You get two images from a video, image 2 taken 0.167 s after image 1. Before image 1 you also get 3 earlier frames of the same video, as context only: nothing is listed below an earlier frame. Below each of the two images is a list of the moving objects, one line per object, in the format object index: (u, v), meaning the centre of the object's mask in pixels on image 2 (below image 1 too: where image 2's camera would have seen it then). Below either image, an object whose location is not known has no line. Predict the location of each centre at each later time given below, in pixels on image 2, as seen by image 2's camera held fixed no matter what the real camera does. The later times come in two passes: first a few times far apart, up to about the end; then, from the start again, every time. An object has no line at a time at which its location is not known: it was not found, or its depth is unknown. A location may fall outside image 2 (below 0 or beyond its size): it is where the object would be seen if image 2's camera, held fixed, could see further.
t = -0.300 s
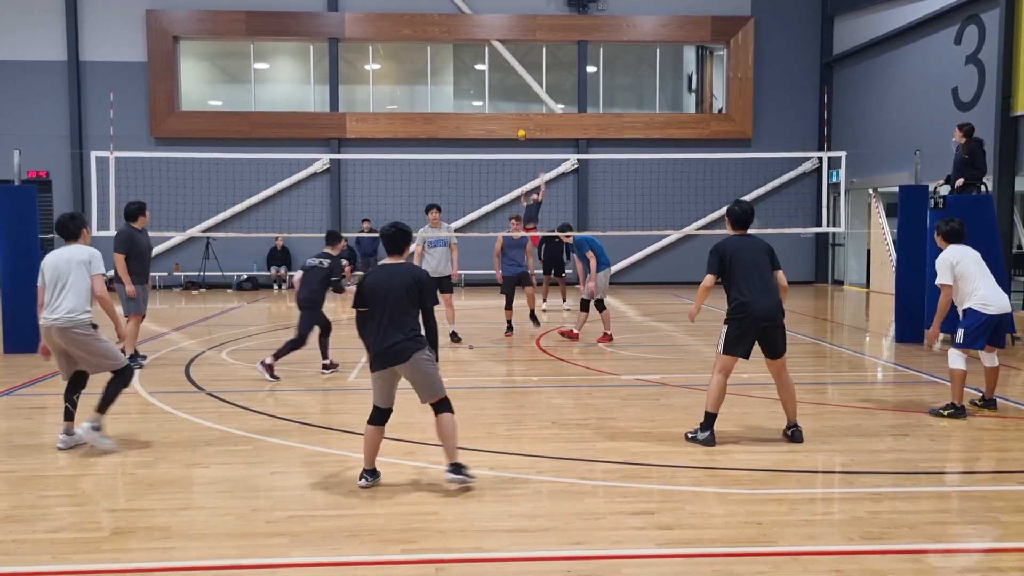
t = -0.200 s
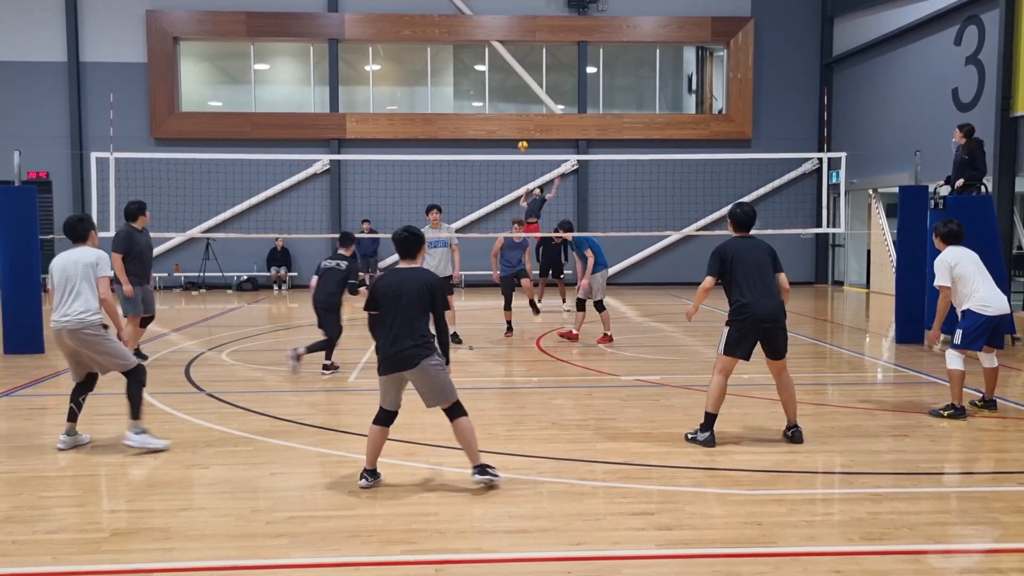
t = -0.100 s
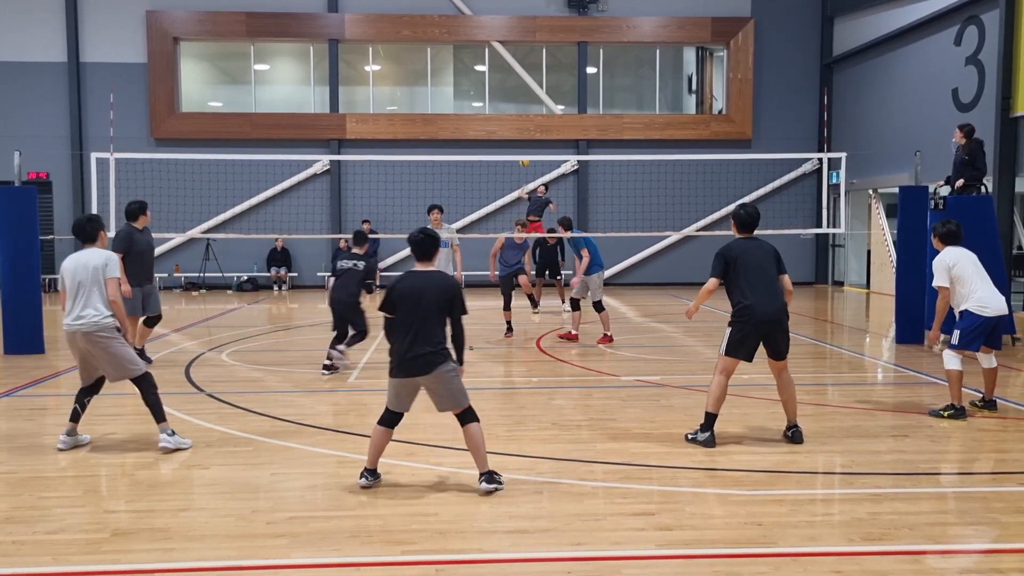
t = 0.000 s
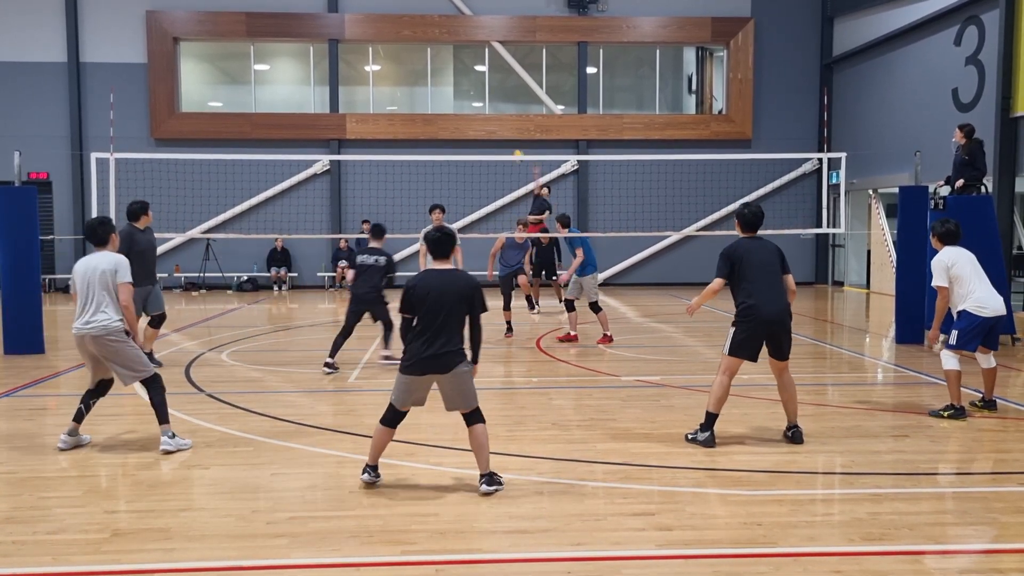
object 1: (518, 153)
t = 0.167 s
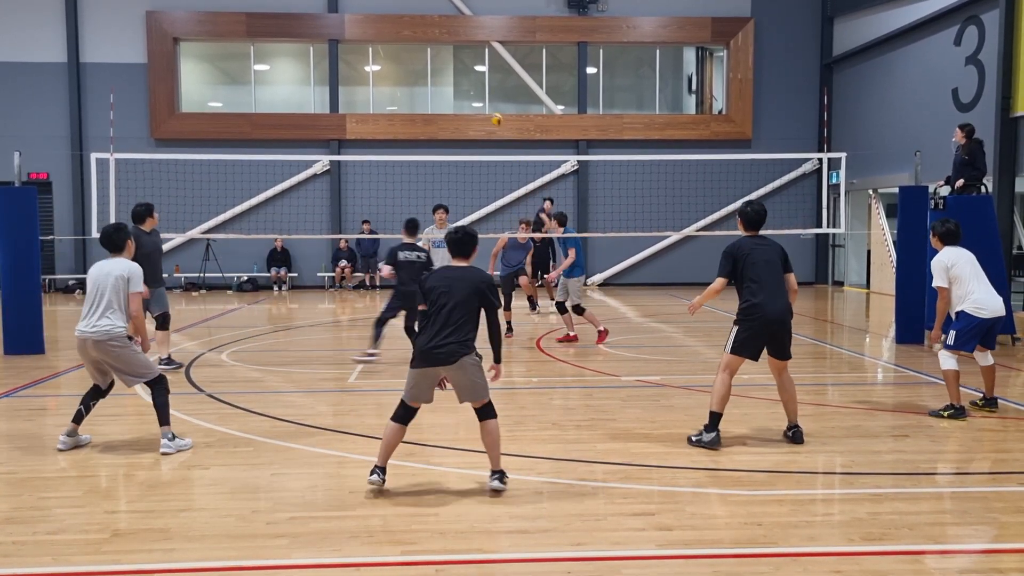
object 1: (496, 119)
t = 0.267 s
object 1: (480, 102)
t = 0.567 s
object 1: (414, 88)
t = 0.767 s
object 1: (348, 126)
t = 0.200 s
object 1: (492, 113)
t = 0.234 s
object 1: (487, 108)
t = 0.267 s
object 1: (480, 102)
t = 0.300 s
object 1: (474, 98)
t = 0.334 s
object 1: (468, 94)
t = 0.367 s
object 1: (461, 91)
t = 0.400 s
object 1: (455, 88)
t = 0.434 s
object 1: (447, 86)
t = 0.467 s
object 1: (439, 85)
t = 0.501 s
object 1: (432, 85)
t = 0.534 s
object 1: (422, 86)
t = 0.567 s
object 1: (414, 88)
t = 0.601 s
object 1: (405, 91)
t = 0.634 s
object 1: (395, 95)
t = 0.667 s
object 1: (384, 101)
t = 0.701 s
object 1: (373, 108)
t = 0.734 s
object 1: (361, 116)
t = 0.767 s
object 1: (348, 126)
